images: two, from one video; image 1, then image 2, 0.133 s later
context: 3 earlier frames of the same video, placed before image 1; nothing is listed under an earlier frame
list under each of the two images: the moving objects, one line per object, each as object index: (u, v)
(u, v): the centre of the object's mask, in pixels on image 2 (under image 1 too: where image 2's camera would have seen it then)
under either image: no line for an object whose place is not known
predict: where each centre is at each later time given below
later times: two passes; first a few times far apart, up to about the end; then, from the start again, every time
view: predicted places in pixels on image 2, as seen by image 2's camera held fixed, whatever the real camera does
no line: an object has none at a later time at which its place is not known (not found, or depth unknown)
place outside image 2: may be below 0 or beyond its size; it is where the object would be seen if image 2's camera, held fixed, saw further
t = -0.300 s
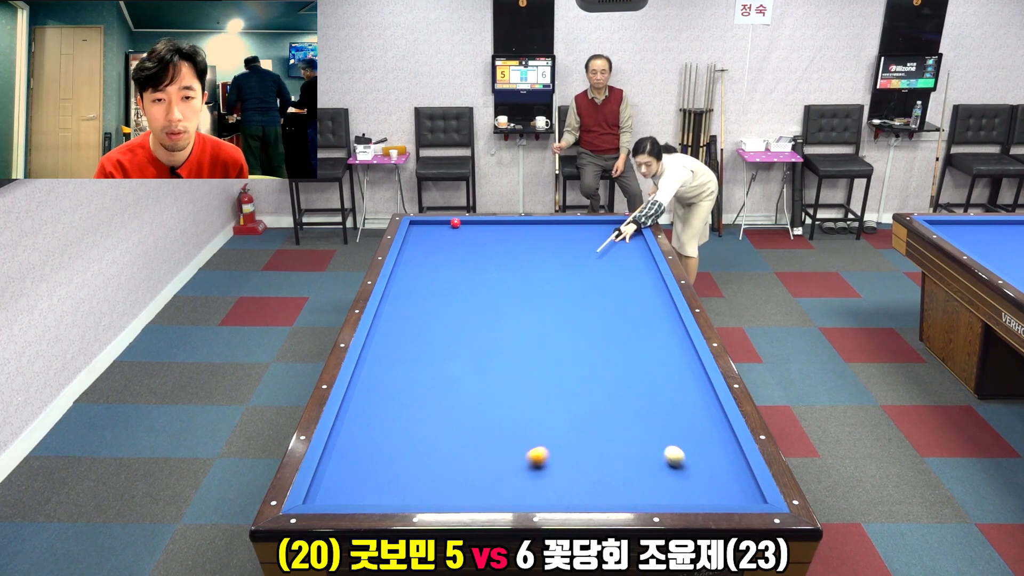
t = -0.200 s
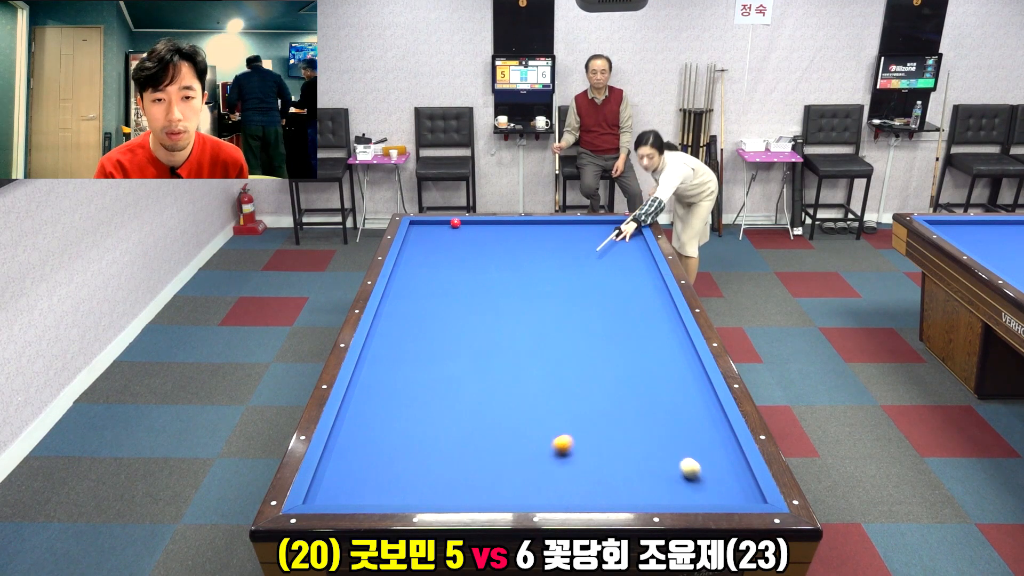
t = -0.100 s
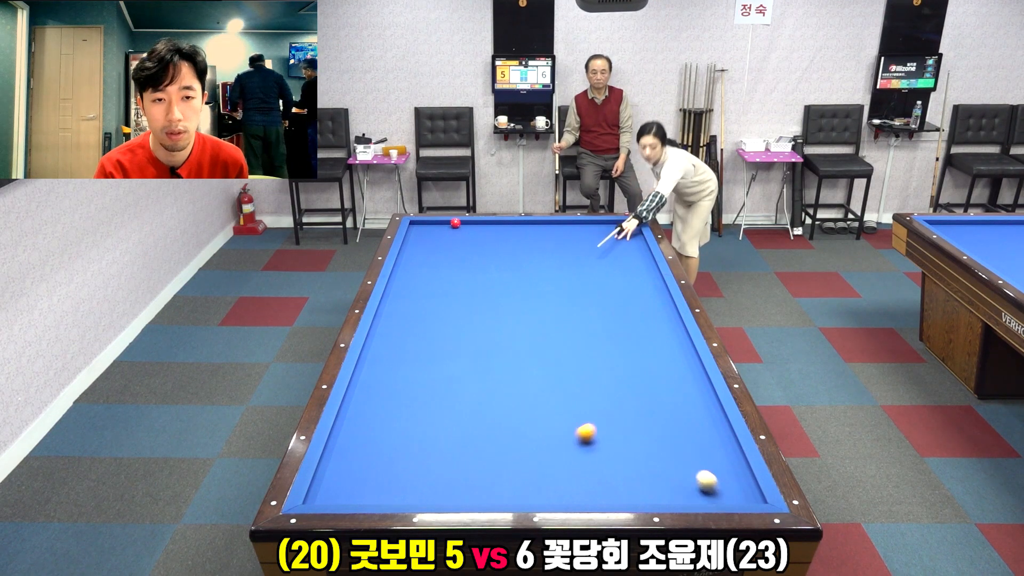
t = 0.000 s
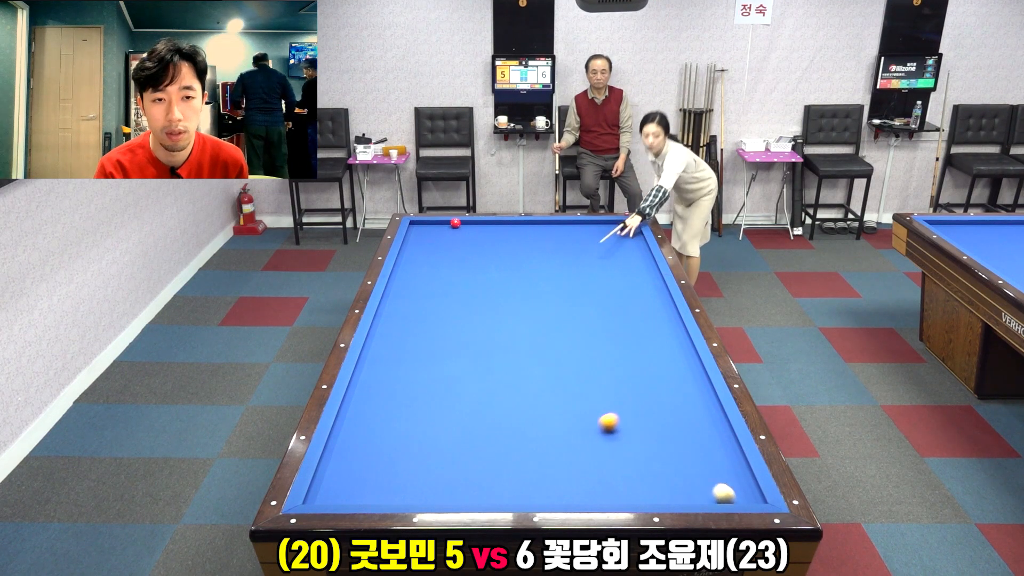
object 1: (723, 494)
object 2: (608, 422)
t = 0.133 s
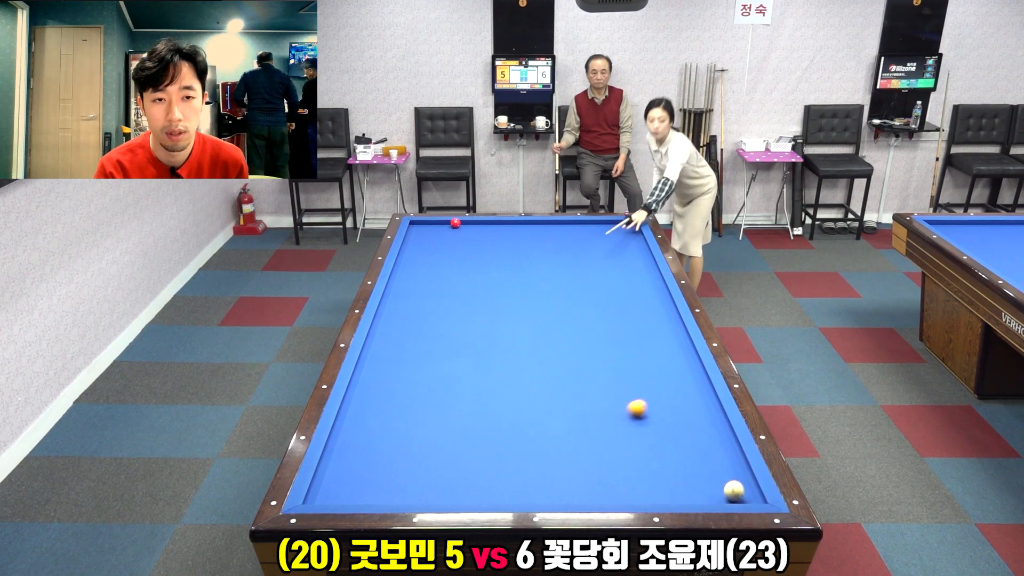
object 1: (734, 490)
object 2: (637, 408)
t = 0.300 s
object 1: (741, 478)
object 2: (670, 392)
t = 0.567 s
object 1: (731, 462)
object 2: (684, 369)
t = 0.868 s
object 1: (713, 445)
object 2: (639, 346)
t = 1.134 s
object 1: (698, 432)
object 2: (604, 328)
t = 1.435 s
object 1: (683, 419)
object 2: (569, 310)
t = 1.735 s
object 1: (669, 407)
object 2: (538, 294)
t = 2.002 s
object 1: (658, 397)
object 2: (512, 280)
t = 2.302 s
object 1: (646, 387)
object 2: (487, 267)
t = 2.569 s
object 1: (637, 379)
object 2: (466, 256)
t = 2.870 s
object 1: (627, 371)
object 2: (445, 245)
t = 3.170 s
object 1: (617, 363)
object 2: (425, 235)
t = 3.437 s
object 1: (610, 357)
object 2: (414, 227)
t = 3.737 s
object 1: (602, 350)
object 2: (425, 223)
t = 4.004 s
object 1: (596, 345)
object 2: (429, 226)
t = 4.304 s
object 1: (590, 340)
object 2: (434, 230)
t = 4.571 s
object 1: (585, 336)
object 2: (439, 233)
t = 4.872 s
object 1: (579, 331)
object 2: (444, 236)
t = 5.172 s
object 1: (574, 327)
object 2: (449, 239)
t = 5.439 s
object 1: (570, 324)
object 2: (453, 242)
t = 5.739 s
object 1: (566, 321)
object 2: (457, 245)
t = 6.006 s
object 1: (563, 318)
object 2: (461, 248)
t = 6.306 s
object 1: (560, 316)
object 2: (465, 250)
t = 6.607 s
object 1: (557, 313)
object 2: (469, 253)
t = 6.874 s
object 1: (555, 311)
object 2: (472, 255)
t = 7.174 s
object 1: (553, 310)
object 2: (476, 257)
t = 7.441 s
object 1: (551, 308)
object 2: (478, 259)
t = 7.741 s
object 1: (549, 307)
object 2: (481, 261)
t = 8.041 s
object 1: (547, 307)
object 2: (484, 263)
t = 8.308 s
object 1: (546, 306)
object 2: (486, 264)
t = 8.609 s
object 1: (546, 306)
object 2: (489, 265)
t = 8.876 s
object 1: (545, 306)
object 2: (491, 266)
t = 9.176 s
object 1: (545, 306)
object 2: (492, 267)
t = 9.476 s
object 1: (545, 306)
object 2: (494, 267)
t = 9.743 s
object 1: (545, 306)
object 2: (494, 268)
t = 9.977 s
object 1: (545, 306)
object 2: (495, 268)
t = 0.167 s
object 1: (735, 489)
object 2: (644, 405)
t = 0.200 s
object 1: (737, 486)
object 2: (651, 402)
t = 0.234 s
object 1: (738, 483)
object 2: (657, 398)
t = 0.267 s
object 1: (739, 481)
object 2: (664, 395)
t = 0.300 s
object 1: (741, 478)
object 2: (670, 392)
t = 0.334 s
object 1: (742, 476)
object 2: (676, 389)
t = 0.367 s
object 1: (743, 474)
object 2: (683, 386)
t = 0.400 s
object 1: (742, 472)
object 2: (689, 383)
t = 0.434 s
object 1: (740, 470)
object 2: (695, 380)
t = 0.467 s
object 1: (738, 468)
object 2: (700, 378)
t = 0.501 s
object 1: (736, 466)
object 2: (697, 375)
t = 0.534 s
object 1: (733, 464)
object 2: (690, 372)
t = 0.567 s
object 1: (731, 462)
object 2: (684, 369)
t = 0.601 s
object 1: (729, 460)
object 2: (678, 366)
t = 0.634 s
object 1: (727, 458)
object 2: (673, 364)
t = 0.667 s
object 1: (725, 456)
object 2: (668, 361)
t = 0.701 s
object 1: (723, 455)
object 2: (663, 358)
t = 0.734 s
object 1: (721, 453)
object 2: (658, 356)
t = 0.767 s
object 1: (719, 451)
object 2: (653, 353)
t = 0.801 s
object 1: (717, 449)
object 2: (649, 351)
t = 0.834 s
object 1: (715, 447)
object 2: (644, 348)
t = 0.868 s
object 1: (713, 445)
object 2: (639, 346)
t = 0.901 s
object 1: (711, 444)
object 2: (634, 344)
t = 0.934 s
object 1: (709, 442)
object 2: (630, 341)
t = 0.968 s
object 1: (707, 440)
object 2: (626, 339)
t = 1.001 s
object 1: (705, 439)
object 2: (621, 337)
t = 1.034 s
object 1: (704, 437)
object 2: (617, 334)
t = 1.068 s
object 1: (702, 436)
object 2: (612, 332)
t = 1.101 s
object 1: (700, 434)
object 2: (608, 330)
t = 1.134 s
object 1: (698, 432)
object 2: (604, 328)
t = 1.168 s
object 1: (696, 431)
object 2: (600, 326)
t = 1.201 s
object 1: (695, 429)
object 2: (596, 324)
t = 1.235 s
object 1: (693, 428)
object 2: (592, 322)
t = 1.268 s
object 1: (691, 426)
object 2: (588, 320)
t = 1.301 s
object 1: (690, 425)
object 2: (584, 318)
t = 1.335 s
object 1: (688, 423)
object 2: (580, 316)
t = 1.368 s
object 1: (686, 422)
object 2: (576, 314)
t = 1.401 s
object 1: (685, 421)
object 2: (573, 312)
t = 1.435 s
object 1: (683, 419)
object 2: (569, 310)
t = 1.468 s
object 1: (682, 418)
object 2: (565, 308)
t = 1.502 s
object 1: (680, 416)
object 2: (562, 306)
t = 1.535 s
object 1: (678, 415)
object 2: (558, 304)
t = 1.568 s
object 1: (677, 414)
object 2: (555, 303)
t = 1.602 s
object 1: (675, 412)
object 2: (551, 301)
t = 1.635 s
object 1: (674, 411)
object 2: (548, 299)
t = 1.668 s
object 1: (672, 410)
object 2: (544, 297)
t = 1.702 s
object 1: (671, 408)
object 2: (541, 295)
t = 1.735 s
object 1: (669, 407)
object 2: (538, 294)
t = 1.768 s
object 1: (668, 406)
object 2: (534, 292)
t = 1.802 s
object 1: (666, 405)
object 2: (531, 290)
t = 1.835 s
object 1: (665, 403)
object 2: (528, 289)
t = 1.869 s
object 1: (663, 402)
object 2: (525, 287)
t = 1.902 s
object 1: (662, 401)
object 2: (522, 285)
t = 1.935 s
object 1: (661, 400)
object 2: (518, 284)
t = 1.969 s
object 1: (659, 398)
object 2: (515, 282)
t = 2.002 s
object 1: (658, 397)
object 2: (512, 280)
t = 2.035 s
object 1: (657, 396)
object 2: (509, 279)
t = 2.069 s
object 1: (655, 395)
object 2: (506, 277)
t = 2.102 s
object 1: (654, 394)
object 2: (504, 276)
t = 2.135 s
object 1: (653, 393)
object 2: (500, 274)
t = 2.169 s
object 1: (651, 392)
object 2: (498, 273)
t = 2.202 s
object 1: (650, 390)
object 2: (495, 271)
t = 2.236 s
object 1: (649, 389)
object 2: (492, 270)
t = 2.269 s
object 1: (647, 388)
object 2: (489, 268)
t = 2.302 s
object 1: (646, 387)
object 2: (487, 267)
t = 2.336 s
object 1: (645, 386)
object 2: (484, 266)
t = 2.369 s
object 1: (644, 385)
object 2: (481, 264)
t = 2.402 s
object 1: (643, 384)
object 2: (479, 263)
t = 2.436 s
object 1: (641, 383)
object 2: (476, 262)
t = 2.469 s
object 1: (640, 382)
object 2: (473, 260)
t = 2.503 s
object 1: (639, 381)
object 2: (471, 259)
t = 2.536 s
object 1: (638, 380)
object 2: (468, 257)
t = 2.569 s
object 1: (637, 379)
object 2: (466, 256)
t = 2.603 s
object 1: (636, 378)
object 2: (463, 255)
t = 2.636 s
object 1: (634, 377)
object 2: (461, 254)
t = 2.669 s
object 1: (633, 376)
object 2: (459, 252)
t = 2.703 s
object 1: (632, 376)
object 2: (456, 251)
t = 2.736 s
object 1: (631, 375)
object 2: (454, 250)
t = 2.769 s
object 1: (630, 374)
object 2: (452, 249)
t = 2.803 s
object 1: (629, 373)
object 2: (449, 247)
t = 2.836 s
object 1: (628, 372)
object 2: (447, 246)
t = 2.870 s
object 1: (627, 371)
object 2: (445, 245)
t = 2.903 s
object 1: (625, 370)
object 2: (442, 244)
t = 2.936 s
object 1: (624, 369)
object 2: (440, 243)
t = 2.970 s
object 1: (624, 368)
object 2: (438, 241)
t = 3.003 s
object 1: (622, 367)
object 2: (436, 240)
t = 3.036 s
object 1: (621, 366)
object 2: (434, 239)
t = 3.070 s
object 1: (620, 365)
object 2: (432, 238)
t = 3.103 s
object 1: (619, 365)
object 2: (429, 237)
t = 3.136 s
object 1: (618, 364)
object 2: (427, 236)
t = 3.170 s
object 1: (617, 363)
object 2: (425, 235)
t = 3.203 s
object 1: (616, 362)
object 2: (423, 234)
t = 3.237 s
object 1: (616, 361)
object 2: (421, 233)
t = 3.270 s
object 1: (615, 361)
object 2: (419, 232)
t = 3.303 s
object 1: (614, 360)
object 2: (417, 231)
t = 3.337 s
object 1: (613, 359)
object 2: (415, 230)
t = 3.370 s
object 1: (612, 359)
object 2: (413, 228)
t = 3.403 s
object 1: (611, 358)
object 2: (413, 228)
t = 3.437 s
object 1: (610, 357)
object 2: (414, 227)
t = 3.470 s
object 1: (609, 356)
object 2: (416, 226)
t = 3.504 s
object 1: (608, 356)
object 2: (417, 225)
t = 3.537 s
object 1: (607, 355)
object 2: (419, 225)
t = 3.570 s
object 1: (607, 354)
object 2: (420, 224)
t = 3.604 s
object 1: (606, 353)
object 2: (421, 223)
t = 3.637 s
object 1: (605, 353)
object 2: (422, 223)
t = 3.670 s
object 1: (604, 352)
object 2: (423, 222)
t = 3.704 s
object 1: (603, 351)
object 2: (424, 223)
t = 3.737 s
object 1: (602, 350)
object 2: (425, 223)
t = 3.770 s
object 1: (602, 350)
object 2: (425, 223)
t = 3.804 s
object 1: (601, 349)
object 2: (426, 224)
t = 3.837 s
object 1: (600, 349)
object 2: (426, 224)
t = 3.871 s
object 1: (599, 348)
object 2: (427, 225)
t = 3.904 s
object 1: (599, 347)
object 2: (427, 225)
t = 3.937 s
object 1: (598, 347)
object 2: (428, 225)
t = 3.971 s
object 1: (597, 346)
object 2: (429, 226)
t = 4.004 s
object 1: (596, 345)
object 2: (429, 226)
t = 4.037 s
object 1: (596, 345)
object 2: (430, 227)
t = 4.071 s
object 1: (595, 344)
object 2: (430, 227)
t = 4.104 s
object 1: (594, 344)
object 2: (431, 227)
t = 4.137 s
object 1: (593, 343)
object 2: (432, 228)
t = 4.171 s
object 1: (593, 342)
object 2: (432, 228)
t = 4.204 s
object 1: (592, 342)
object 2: (433, 229)
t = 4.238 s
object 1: (591, 341)
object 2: (433, 229)
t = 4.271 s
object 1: (590, 340)
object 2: (434, 229)
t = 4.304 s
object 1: (590, 340)
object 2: (434, 230)
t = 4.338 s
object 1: (589, 339)
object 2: (435, 230)
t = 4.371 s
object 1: (588, 339)
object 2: (435, 231)
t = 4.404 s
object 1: (588, 338)
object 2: (436, 231)
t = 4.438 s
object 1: (587, 338)
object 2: (437, 231)
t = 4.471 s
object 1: (587, 337)
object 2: (437, 232)
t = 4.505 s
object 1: (586, 337)
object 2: (438, 232)
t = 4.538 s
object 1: (585, 336)
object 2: (438, 232)
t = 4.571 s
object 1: (585, 336)
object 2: (439, 233)
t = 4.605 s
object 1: (584, 335)
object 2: (439, 233)
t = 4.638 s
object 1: (583, 335)
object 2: (440, 234)
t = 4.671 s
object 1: (583, 334)
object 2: (441, 234)
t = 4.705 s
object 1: (582, 334)
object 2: (441, 234)
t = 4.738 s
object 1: (582, 333)
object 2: (442, 235)
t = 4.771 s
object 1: (581, 333)
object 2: (442, 235)
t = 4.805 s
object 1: (580, 332)
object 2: (443, 236)
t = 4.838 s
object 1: (580, 332)
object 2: (443, 236)
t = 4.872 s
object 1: (579, 331)
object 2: (444, 236)
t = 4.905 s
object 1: (579, 331)
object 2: (444, 237)
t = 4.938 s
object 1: (578, 330)
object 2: (445, 237)
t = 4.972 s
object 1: (577, 330)
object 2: (445, 237)
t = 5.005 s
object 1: (577, 329)
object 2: (446, 238)
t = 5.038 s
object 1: (576, 329)
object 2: (446, 238)
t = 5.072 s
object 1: (576, 329)
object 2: (447, 238)
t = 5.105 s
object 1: (575, 328)
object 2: (447, 239)
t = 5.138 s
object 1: (575, 328)
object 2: (448, 239)
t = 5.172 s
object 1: (574, 327)
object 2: (449, 239)
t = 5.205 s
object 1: (574, 327)
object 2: (449, 240)
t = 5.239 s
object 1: (573, 326)
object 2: (450, 240)
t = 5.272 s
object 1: (573, 326)
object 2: (450, 240)
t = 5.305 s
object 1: (572, 326)
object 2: (451, 241)
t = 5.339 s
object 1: (572, 325)
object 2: (451, 241)
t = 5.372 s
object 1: (571, 325)
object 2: (452, 241)
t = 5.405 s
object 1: (571, 324)
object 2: (452, 242)
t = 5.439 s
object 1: (570, 324)
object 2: (453, 242)
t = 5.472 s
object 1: (570, 324)
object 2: (453, 242)
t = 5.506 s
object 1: (569, 323)
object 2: (454, 243)
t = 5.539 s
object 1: (569, 323)
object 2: (454, 243)
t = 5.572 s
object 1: (568, 323)
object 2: (455, 243)
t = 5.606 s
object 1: (568, 322)
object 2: (455, 244)
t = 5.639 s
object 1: (568, 322)
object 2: (455, 244)
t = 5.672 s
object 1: (567, 321)
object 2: (456, 245)
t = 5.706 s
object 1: (567, 321)
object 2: (456, 245)
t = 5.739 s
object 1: (566, 321)
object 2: (457, 245)
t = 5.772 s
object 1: (566, 320)
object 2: (457, 245)
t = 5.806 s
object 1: (565, 320)
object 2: (458, 246)
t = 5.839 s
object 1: (565, 320)
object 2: (458, 246)
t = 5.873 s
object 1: (564, 319)
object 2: (459, 246)
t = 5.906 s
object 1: (564, 319)
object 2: (459, 247)
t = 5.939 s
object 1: (564, 319)
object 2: (460, 247)
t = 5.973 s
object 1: (563, 318)
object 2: (460, 247)
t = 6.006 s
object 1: (563, 318)
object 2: (461, 248)
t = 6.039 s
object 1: (562, 318)
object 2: (461, 248)
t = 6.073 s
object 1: (562, 318)
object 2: (462, 248)
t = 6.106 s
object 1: (562, 317)
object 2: (462, 249)
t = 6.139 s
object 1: (561, 317)
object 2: (463, 249)
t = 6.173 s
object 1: (561, 317)
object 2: (463, 249)
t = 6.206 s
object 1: (561, 317)
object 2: (463, 249)
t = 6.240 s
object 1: (560, 316)
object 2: (464, 250)
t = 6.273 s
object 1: (560, 316)
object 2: (464, 250)
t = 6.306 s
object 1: (560, 316)
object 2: (465, 250)
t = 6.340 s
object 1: (559, 315)
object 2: (465, 250)
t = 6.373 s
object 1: (559, 315)
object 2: (466, 251)
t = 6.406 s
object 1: (559, 315)
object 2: (466, 251)
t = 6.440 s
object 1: (558, 315)
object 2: (467, 251)
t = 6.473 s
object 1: (558, 314)
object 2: (467, 252)
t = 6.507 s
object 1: (558, 314)
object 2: (467, 252)
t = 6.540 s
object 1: (557, 314)
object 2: (468, 252)
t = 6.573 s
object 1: (557, 314)
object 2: (468, 252)
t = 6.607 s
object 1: (557, 313)
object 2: (469, 253)
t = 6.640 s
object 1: (557, 313)
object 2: (469, 253)
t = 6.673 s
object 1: (556, 313)
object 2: (470, 253)
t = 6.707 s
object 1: (556, 313)
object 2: (470, 254)
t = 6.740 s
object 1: (556, 312)
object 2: (470, 254)
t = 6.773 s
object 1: (556, 312)
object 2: (471, 254)
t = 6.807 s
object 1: (555, 312)
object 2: (471, 254)
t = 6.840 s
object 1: (555, 312)
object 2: (472, 255)
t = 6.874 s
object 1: (555, 311)
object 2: (472, 255)
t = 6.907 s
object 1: (555, 311)
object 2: (472, 255)
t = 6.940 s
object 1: (554, 311)
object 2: (473, 255)
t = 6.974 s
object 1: (554, 311)
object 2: (473, 256)
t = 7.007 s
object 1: (554, 311)
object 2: (474, 256)
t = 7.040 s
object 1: (554, 310)
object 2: (474, 256)
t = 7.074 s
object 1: (553, 310)
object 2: (475, 256)
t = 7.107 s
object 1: (553, 310)
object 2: (475, 257)
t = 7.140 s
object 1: (553, 310)
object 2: (475, 257)
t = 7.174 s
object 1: (553, 310)
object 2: (476, 257)
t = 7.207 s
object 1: (553, 310)
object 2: (476, 257)
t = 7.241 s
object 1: (552, 309)
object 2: (476, 258)
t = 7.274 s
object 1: (552, 309)
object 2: (477, 258)
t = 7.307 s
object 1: (552, 309)
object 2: (477, 258)
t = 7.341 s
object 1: (552, 309)
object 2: (477, 258)
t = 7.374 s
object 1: (551, 309)
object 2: (478, 259)
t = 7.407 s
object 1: (551, 309)
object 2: (478, 259)
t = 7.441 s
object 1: (551, 308)
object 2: (478, 259)
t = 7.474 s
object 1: (551, 308)
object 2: (479, 259)
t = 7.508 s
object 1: (550, 308)
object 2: (479, 259)
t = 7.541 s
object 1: (550, 308)
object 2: (479, 260)
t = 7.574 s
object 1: (550, 308)
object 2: (480, 260)
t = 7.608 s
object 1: (550, 308)
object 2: (480, 260)
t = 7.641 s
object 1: (550, 308)
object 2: (480, 260)
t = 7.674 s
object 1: (550, 308)
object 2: (481, 260)
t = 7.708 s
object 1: (549, 307)
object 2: (481, 261)
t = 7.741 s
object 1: (549, 307)
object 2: (481, 261)
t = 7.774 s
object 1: (549, 307)
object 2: (482, 261)
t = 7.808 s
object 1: (549, 307)
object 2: (482, 261)
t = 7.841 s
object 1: (549, 307)
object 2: (482, 261)
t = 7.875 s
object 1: (548, 307)
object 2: (483, 262)
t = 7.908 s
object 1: (548, 307)
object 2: (483, 262)
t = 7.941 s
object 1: (548, 307)
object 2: (483, 262)
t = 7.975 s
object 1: (548, 307)
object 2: (484, 262)
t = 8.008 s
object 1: (548, 307)
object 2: (484, 262)
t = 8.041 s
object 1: (547, 307)
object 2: (484, 263)
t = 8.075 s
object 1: (547, 307)
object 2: (485, 263)
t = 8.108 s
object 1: (547, 306)
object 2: (485, 263)
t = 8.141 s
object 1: (547, 306)
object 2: (485, 263)
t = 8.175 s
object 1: (547, 306)
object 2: (485, 263)
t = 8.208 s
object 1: (547, 306)
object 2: (486, 263)
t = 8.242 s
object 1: (547, 306)
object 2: (486, 263)
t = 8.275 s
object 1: (547, 306)
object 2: (486, 264)
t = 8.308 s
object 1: (546, 306)
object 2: (486, 264)
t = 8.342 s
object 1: (546, 306)
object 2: (487, 264)
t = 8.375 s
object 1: (546, 306)
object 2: (487, 264)
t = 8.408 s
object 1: (546, 306)
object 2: (487, 264)
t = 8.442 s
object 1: (546, 306)
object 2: (488, 264)
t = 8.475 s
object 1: (546, 306)
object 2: (488, 264)
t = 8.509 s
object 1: (546, 306)
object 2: (488, 265)
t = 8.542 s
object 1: (546, 306)
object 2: (488, 265)
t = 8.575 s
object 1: (546, 306)
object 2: (488, 265)
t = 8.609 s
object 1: (546, 306)
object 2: (489, 265)
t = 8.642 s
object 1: (546, 306)
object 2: (489, 265)
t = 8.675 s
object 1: (546, 306)
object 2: (489, 265)
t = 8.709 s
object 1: (546, 306)
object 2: (489, 265)
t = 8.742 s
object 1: (546, 306)
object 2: (490, 265)
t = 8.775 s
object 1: (545, 306)
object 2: (490, 266)
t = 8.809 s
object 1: (546, 306)
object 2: (490, 266)
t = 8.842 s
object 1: (545, 306)
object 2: (490, 266)
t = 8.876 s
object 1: (545, 306)
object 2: (491, 266)
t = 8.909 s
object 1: (545, 306)
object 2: (491, 266)
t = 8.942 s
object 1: (545, 306)
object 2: (491, 266)
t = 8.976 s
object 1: (545, 306)
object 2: (491, 266)
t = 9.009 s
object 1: (545, 306)
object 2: (491, 266)
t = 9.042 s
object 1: (545, 306)
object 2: (492, 266)
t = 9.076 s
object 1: (545, 305)
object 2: (492, 266)
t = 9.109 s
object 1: (545, 306)
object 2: (492, 267)
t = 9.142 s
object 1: (545, 305)
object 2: (492, 267)
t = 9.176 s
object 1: (545, 306)
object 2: (492, 267)
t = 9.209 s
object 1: (545, 306)
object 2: (492, 267)
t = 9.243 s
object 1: (545, 306)
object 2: (493, 267)
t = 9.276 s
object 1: (545, 306)
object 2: (493, 267)
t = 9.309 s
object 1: (545, 306)
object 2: (493, 267)
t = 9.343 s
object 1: (545, 306)
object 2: (493, 267)
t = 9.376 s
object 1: (545, 306)
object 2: (493, 267)
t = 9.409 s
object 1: (545, 306)
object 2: (493, 267)
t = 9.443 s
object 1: (545, 306)
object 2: (493, 267)
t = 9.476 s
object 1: (545, 306)
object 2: (494, 267)
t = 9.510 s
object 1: (545, 306)
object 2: (494, 267)
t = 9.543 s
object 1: (545, 306)
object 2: (494, 267)
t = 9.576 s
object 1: (545, 306)
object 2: (494, 268)
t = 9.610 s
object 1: (545, 306)
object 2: (494, 268)
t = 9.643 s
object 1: (545, 306)
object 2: (494, 268)
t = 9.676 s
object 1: (545, 306)
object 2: (494, 268)
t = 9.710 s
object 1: (545, 306)
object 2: (494, 268)
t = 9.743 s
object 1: (545, 306)
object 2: (494, 268)
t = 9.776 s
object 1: (545, 306)
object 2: (494, 268)
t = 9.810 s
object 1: (545, 306)
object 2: (495, 268)
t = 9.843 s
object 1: (545, 306)
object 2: (495, 268)
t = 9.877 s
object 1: (545, 306)
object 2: (495, 268)
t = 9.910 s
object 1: (545, 306)
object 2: (495, 268)
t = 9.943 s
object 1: (545, 306)
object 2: (495, 268)
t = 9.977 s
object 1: (545, 306)
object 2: (495, 268)
